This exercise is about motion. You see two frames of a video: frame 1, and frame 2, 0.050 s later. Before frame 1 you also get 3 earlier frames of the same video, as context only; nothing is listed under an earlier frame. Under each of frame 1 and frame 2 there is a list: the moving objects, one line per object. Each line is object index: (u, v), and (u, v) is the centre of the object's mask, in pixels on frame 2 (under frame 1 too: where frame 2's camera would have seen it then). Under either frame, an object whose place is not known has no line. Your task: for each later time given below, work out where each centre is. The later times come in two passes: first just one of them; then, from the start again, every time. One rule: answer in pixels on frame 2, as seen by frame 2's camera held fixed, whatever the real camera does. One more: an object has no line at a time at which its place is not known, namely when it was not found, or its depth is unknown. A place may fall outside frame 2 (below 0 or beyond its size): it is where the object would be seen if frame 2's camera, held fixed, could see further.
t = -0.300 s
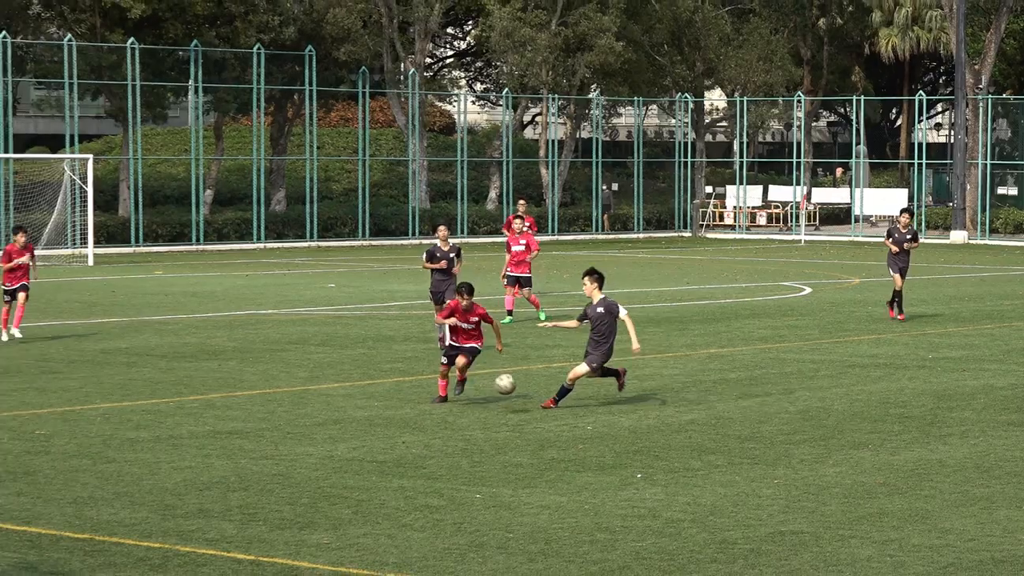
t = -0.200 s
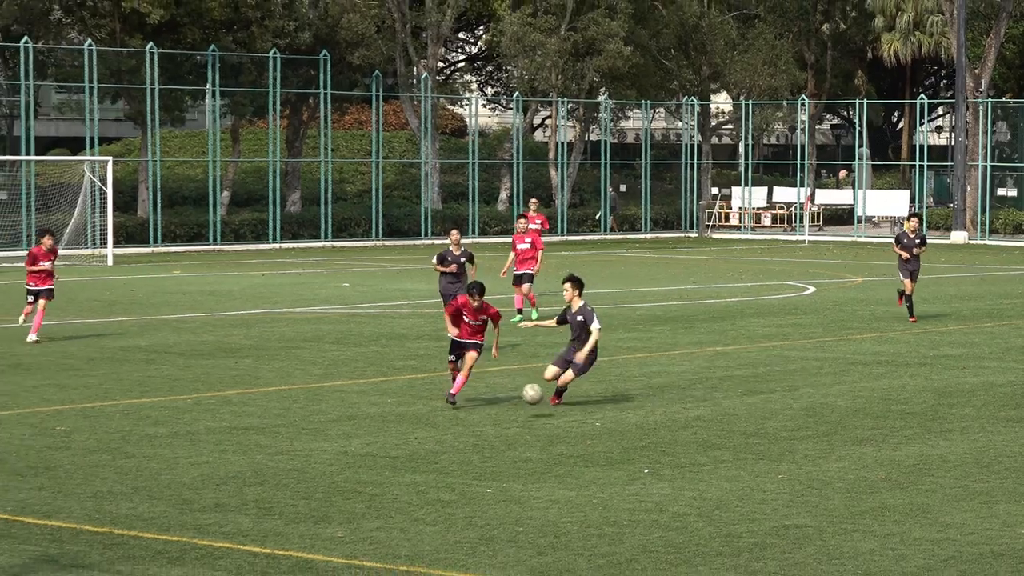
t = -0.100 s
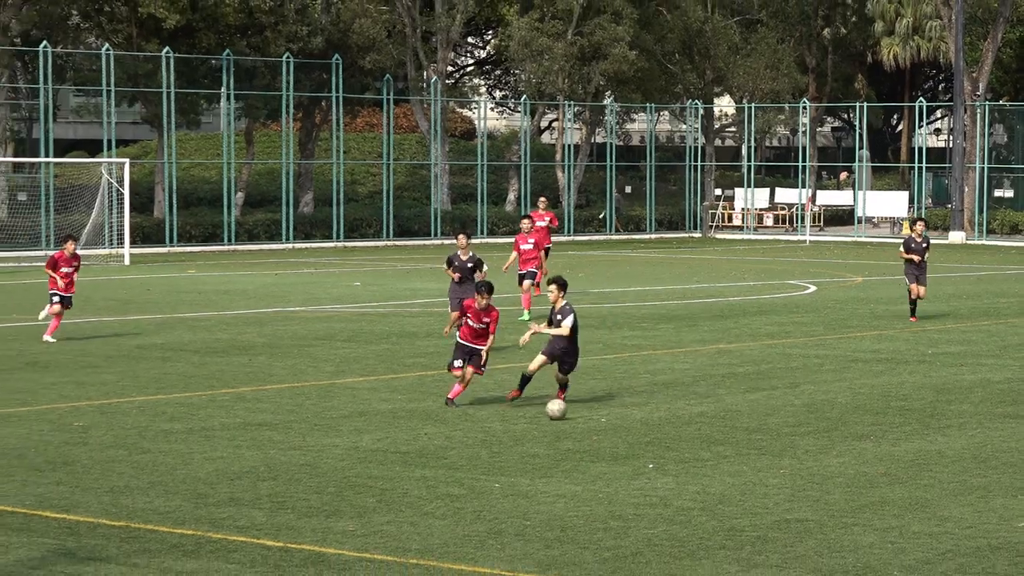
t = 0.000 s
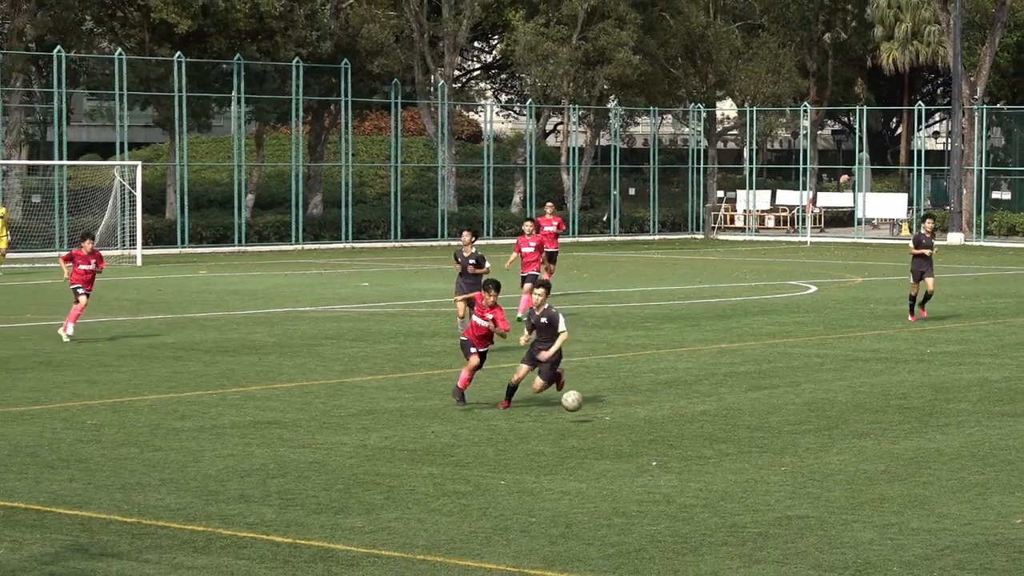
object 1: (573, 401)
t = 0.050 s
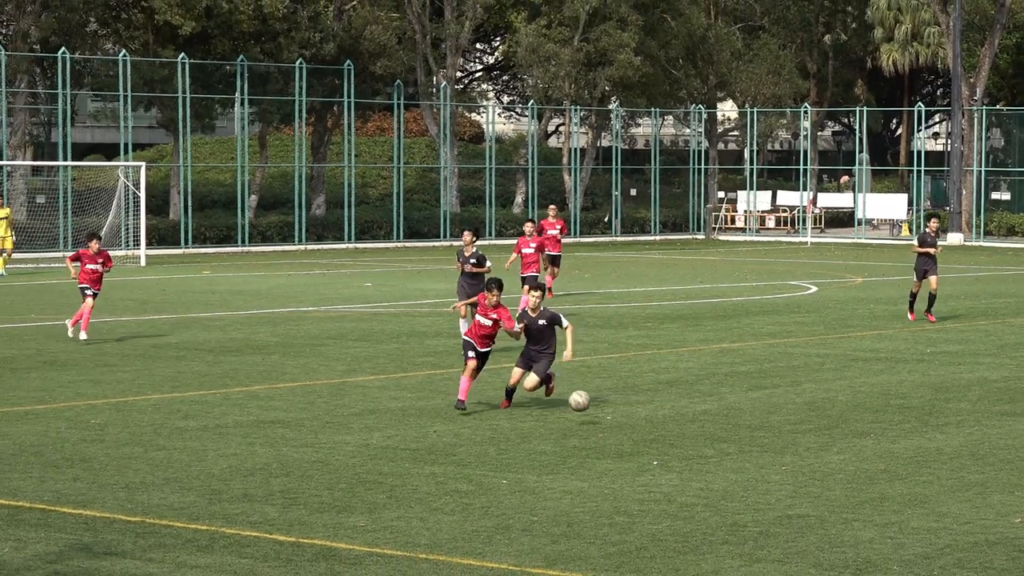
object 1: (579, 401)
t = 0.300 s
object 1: (609, 422)
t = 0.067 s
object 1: (581, 401)
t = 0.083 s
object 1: (583, 402)
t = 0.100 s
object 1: (585, 403)
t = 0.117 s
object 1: (587, 405)
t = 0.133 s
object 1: (589, 407)
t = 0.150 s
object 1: (591, 409)
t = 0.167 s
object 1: (593, 411)
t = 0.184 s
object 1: (595, 414)
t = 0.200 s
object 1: (597, 417)
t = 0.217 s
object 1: (599, 420)
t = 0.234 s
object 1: (601, 424)
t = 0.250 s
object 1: (603, 425)
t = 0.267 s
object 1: (605, 424)
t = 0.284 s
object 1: (607, 423)
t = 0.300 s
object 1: (609, 422)
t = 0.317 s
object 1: (612, 421)
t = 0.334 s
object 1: (614, 421)
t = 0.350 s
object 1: (616, 421)
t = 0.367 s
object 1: (618, 422)
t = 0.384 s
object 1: (620, 423)
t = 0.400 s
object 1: (621, 424)
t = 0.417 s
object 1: (624, 425)
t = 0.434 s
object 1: (626, 426)
